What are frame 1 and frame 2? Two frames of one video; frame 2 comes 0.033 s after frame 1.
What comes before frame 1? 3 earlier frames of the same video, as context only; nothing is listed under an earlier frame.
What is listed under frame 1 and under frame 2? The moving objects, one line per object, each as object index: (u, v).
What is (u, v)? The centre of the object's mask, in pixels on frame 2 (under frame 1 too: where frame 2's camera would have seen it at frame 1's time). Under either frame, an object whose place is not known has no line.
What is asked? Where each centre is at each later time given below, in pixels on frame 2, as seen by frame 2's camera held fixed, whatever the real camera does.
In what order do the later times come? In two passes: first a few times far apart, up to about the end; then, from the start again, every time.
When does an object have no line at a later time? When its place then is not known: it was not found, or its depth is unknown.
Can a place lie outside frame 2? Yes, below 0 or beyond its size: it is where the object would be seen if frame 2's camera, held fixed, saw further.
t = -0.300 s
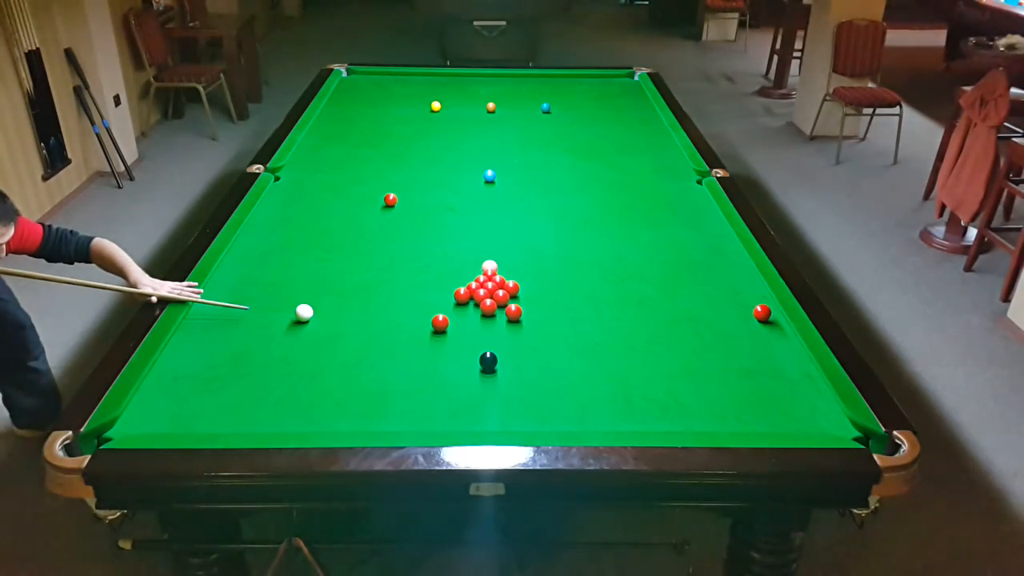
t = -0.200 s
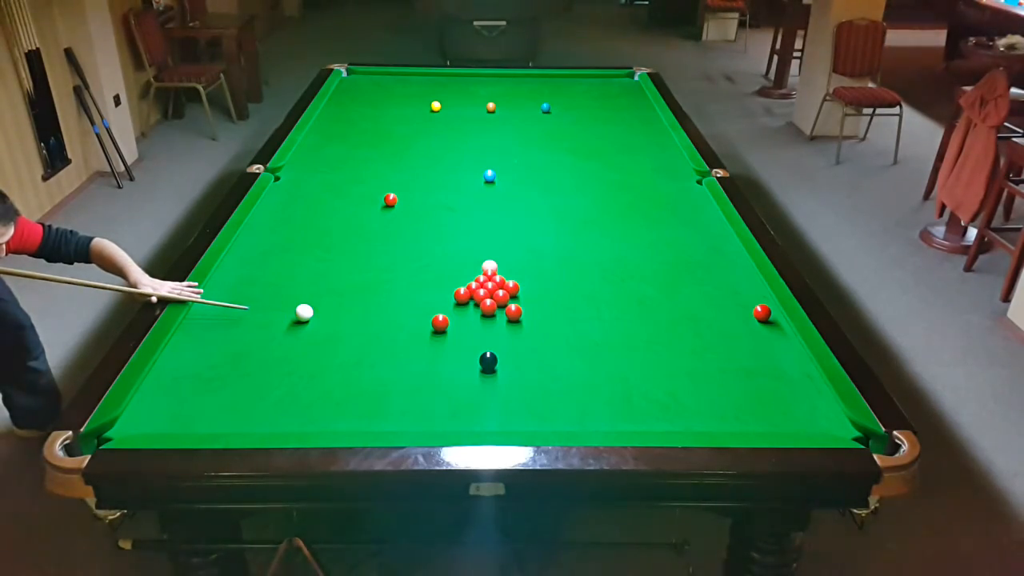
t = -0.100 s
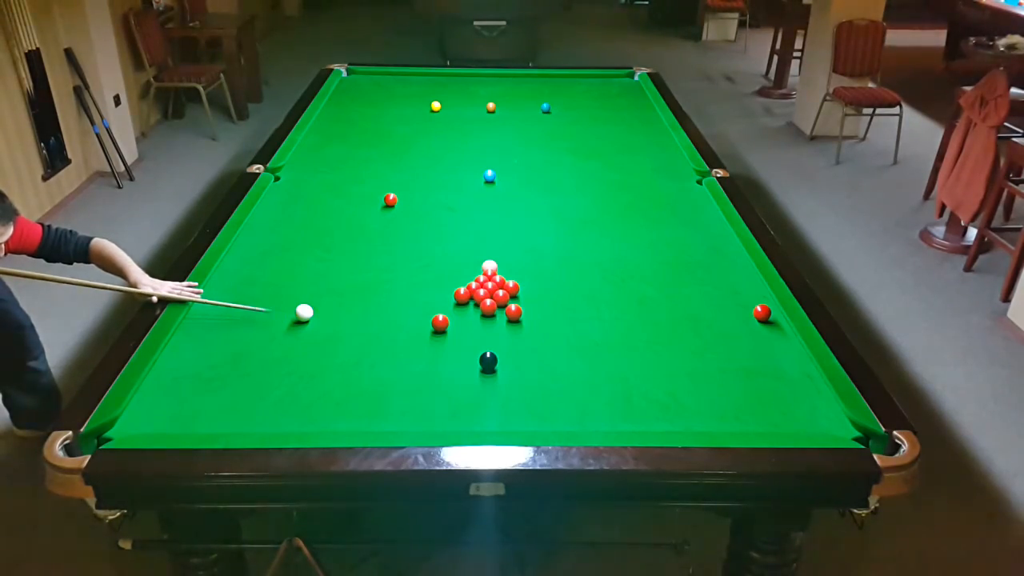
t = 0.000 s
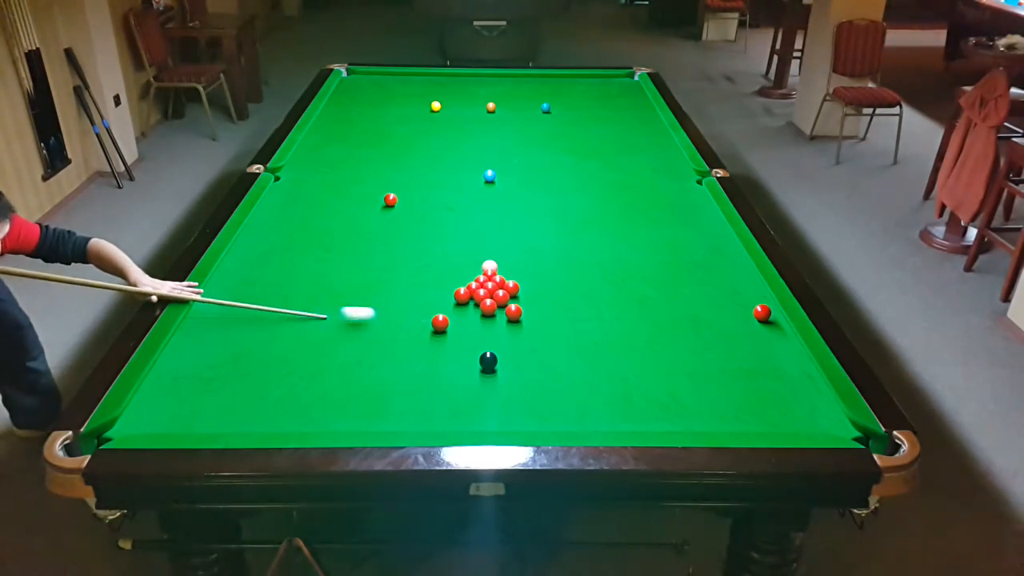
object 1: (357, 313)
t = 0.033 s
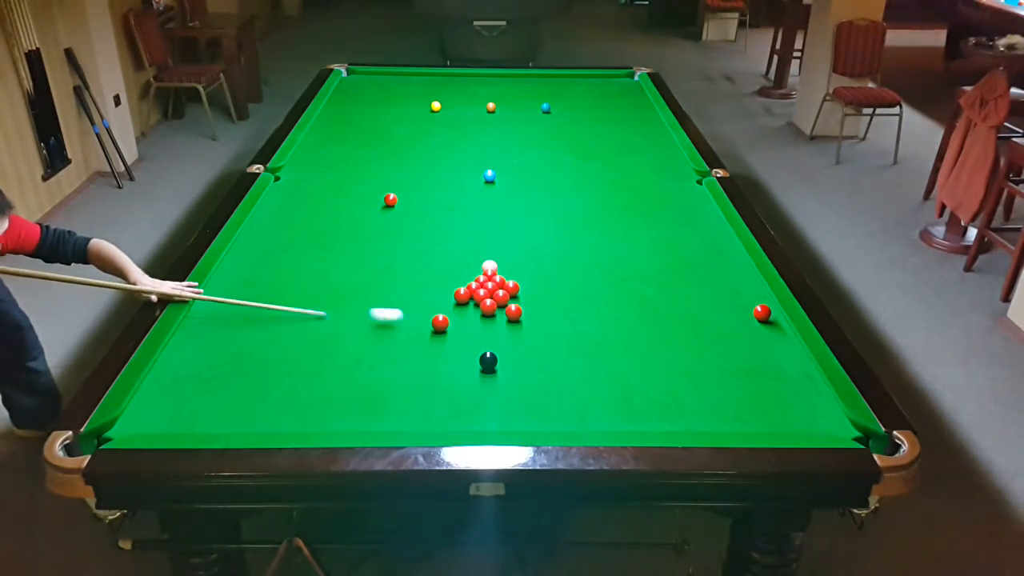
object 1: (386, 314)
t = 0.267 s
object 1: (441, 299)
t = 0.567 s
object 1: (442, 276)
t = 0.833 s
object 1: (443, 259)
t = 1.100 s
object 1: (444, 244)
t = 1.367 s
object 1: (444, 231)
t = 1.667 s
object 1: (445, 218)
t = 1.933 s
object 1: (447, 208)
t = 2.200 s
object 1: (448, 200)
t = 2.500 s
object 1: (448, 192)
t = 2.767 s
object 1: (449, 185)
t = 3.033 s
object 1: (450, 180)
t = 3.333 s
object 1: (451, 175)
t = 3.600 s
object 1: (452, 171)
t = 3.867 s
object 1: (452, 168)
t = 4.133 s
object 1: (453, 166)
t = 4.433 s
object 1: (454, 164)
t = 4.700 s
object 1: (454, 163)
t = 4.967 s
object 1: (454, 163)
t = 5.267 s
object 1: (454, 163)
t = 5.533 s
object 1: (454, 163)
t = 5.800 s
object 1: (454, 163)
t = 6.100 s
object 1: (454, 163)
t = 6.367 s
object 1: (454, 163)
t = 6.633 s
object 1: (454, 163)
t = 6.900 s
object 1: (454, 163)
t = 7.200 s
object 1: (454, 163)
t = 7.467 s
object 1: (454, 163)
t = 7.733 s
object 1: (454, 163)
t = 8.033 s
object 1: (454, 163)
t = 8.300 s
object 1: (454, 163)
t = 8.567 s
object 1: (454, 163)
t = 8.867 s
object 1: (454, 163)
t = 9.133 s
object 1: (454, 163)
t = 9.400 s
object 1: (454, 163)
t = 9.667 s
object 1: (454, 163)
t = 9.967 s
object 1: (454, 163)
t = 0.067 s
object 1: (413, 315)
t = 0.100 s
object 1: (428, 315)
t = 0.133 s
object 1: (432, 312)
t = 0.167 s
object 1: (436, 308)
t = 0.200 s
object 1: (438, 305)
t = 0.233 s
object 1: (440, 301)
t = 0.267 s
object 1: (441, 299)
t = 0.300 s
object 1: (441, 296)
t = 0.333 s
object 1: (441, 293)
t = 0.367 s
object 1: (441, 291)
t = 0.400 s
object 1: (441, 288)
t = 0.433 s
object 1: (442, 286)
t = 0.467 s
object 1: (442, 283)
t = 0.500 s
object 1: (442, 281)
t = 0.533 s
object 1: (442, 279)
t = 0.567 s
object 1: (442, 276)
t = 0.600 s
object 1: (442, 274)
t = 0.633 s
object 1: (442, 272)
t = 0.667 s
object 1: (442, 270)
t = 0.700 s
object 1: (442, 267)
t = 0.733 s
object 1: (442, 265)
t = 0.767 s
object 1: (442, 263)
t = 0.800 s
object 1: (443, 261)
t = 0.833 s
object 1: (443, 259)
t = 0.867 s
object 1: (443, 257)
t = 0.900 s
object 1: (443, 255)
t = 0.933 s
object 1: (443, 253)
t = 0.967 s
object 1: (443, 251)
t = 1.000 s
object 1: (443, 250)
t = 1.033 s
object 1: (443, 248)
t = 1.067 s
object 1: (443, 246)
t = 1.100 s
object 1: (444, 244)
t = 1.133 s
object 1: (443, 242)
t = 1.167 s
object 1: (444, 241)
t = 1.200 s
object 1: (444, 239)
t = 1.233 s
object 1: (444, 237)
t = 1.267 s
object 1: (444, 236)
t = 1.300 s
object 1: (444, 234)
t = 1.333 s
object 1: (444, 233)
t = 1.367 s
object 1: (444, 231)
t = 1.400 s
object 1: (445, 230)
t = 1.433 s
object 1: (445, 228)
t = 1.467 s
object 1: (445, 227)
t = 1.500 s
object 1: (445, 225)
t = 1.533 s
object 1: (445, 224)
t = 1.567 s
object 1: (445, 222)
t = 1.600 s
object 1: (445, 221)
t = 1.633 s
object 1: (445, 220)
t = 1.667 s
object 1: (445, 218)
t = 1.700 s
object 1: (446, 217)
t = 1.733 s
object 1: (446, 216)
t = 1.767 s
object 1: (446, 214)
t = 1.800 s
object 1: (446, 213)
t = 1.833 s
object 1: (446, 212)
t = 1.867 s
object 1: (446, 211)
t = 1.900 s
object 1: (446, 210)
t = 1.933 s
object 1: (447, 208)
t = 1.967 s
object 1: (447, 207)
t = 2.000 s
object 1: (447, 206)
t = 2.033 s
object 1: (447, 205)
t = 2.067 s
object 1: (447, 204)
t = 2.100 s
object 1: (447, 203)
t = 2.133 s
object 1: (447, 202)
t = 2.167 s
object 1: (447, 201)
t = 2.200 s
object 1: (448, 200)
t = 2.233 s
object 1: (448, 199)
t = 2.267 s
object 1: (448, 198)
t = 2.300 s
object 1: (448, 197)
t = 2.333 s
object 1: (448, 196)
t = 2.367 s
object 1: (448, 195)
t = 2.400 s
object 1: (448, 194)
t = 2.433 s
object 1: (448, 193)
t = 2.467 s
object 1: (448, 192)
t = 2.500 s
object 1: (448, 192)
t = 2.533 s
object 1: (449, 191)
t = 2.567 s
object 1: (449, 190)
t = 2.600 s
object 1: (449, 189)
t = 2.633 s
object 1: (449, 188)
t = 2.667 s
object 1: (449, 188)
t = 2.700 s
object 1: (449, 187)
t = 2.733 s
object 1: (449, 186)
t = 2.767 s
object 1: (449, 185)
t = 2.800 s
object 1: (449, 185)
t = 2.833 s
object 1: (449, 184)
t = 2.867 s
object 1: (449, 183)
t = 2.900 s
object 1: (450, 182)
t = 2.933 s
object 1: (450, 182)
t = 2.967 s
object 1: (450, 181)
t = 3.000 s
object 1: (450, 181)
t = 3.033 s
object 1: (450, 180)
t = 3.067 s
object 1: (450, 179)
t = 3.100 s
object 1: (450, 179)
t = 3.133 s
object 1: (450, 178)
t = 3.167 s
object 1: (451, 178)
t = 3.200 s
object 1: (451, 177)
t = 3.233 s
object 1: (451, 176)
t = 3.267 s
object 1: (451, 176)
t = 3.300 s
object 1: (451, 175)
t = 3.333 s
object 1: (451, 175)
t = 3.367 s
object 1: (451, 174)
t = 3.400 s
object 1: (451, 174)
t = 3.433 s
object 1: (451, 173)
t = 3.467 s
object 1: (451, 173)
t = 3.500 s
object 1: (451, 172)
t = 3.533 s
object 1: (451, 172)
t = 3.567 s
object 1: (451, 171)
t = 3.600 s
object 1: (452, 171)
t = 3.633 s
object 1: (452, 171)
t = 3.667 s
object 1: (452, 170)
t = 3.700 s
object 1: (452, 170)
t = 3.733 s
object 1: (452, 170)
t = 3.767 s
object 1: (452, 169)
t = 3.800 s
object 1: (452, 169)
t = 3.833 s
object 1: (452, 168)
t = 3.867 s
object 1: (452, 168)
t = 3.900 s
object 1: (452, 168)
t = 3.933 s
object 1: (452, 167)
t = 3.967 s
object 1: (453, 167)
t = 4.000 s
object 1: (453, 167)
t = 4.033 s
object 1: (453, 167)
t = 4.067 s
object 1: (453, 166)
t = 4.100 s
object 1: (453, 166)
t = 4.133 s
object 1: (453, 166)
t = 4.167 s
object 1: (453, 166)
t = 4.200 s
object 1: (453, 165)
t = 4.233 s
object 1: (453, 165)
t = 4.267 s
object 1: (453, 165)
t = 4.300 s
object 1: (453, 165)
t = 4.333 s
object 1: (453, 164)
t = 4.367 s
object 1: (453, 164)
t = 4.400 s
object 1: (453, 164)
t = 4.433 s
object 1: (454, 164)
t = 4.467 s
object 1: (454, 164)
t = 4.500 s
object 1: (454, 164)
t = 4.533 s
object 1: (454, 164)
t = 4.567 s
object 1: (454, 163)
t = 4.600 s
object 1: (454, 163)
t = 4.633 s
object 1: (454, 163)
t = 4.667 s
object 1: (454, 163)
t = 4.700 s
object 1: (454, 163)
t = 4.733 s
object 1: (454, 163)
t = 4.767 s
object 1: (454, 163)
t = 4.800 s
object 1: (454, 163)
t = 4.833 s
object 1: (454, 163)
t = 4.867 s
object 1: (454, 163)
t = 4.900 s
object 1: (454, 163)
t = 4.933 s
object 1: (454, 163)
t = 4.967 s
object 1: (454, 163)
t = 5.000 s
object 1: (454, 163)
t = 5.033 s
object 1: (454, 163)
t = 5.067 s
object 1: (454, 163)
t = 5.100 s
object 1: (454, 163)
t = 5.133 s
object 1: (454, 163)
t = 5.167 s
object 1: (454, 163)
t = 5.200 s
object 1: (454, 163)
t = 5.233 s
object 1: (454, 163)
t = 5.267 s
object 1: (454, 163)
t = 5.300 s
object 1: (454, 163)
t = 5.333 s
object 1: (454, 163)
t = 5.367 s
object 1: (454, 163)
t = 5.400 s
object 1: (454, 163)
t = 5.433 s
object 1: (454, 163)
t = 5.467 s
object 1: (454, 163)
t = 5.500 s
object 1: (454, 163)
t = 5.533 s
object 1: (454, 163)
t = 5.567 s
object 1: (454, 163)
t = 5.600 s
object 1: (454, 163)
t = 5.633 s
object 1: (454, 163)
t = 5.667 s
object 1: (454, 163)
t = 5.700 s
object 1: (454, 163)
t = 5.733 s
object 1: (454, 163)
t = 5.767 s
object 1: (454, 163)
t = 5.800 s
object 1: (454, 163)
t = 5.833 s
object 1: (454, 163)
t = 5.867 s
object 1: (454, 163)
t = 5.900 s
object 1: (454, 163)
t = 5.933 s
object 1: (454, 163)
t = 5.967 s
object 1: (454, 163)
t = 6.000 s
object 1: (454, 163)
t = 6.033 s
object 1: (454, 163)
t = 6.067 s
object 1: (454, 163)
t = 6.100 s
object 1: (454, 163)
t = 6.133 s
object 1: (454, 163)
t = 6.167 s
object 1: (454, 163)
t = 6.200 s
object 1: (454, 163)
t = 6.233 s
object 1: (454, 163)
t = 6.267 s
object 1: (454, 163)
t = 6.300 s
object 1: (454, 163)
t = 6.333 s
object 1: (454, 163)
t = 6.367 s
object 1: (454, 163)
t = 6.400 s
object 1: (454, 163)
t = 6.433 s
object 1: (454, 163)
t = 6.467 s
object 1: (454, 163)
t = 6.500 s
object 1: (454, 163)
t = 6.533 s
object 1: (454, 163)
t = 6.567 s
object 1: (454, 163)
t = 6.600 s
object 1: (454, 163)
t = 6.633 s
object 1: (454, 163)
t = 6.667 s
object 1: (454, 163)
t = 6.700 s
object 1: (454, 163)
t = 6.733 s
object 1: (454, 163)
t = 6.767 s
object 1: (454, 163)
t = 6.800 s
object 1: (454, 163)
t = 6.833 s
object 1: (454, 163)
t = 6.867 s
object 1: (454, 163)
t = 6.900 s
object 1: (454, 163)
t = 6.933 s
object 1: (454, 163)
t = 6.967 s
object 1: (454, 163)
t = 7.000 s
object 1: (454, 163)
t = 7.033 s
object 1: (454, 163)
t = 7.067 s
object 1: (454, 163)
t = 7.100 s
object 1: (454, 163)
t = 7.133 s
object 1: (454, 163)
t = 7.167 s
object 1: (454, 163)
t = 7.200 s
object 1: (454, 163)
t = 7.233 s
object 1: (454, 163)
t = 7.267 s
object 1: (454, 163)
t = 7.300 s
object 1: (454, 163)
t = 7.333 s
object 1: (454, 163)
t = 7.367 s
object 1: (454, 163)
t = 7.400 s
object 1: (454, 163)
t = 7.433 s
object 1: (454, 163)
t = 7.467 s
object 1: (454, 163)
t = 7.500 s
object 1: (454, 163)
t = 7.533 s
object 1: (454, 163)
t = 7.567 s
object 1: (454, 163)
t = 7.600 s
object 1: (454, 163)
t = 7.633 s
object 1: (454, 163)
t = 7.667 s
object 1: (454, 163)
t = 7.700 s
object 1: (454, 163)
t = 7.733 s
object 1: (454, 163)
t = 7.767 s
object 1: (454, 163)
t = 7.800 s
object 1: (454, 163)
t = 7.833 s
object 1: (454, 163)
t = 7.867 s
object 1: (454, 163)
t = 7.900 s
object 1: (454, 163)
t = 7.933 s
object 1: (454, 163)
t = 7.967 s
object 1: (454, 163)
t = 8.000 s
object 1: (454, 163)
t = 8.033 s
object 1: (454, 163)
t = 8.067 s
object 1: (454, 163)
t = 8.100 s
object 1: (454, 163)
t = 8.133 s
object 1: (454, 163)
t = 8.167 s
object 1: (454, 163)
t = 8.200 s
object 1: (454, 163)
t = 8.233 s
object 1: (454, 163)
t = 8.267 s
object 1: (454, 163)
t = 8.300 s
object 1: (454, 163)
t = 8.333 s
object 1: (454, 163)
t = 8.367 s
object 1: (454, 163)
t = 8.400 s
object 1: (454, 163)
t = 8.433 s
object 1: (454, 163)
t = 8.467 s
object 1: (454, 163)
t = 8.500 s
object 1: (454, 163)
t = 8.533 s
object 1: (454, 163)
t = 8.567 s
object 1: (454, 163)
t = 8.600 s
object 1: (454, 163)
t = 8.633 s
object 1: (454, 163)
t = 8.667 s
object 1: (454, 163)
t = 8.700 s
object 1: (454, 163)
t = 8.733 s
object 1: (454, 163)
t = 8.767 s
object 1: (454, 163)
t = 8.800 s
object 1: (454, 163)
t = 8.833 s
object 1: (454, 163)
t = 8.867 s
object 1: (454, 163)
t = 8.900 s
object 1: (454, 163)
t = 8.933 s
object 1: (454, 163)
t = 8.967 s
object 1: (454, 163)
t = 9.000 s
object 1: (454, 163)
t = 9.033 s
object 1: (454, 163)
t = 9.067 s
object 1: (454, 163)
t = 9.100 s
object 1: (454, 163)
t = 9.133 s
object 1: (454, 163)
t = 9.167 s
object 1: (454, 163)
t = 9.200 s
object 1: (454, 163)
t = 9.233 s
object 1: (454, 163)
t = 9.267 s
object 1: (454, 163)
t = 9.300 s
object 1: (454, 163)
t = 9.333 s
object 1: (454, 163)
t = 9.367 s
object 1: (454, 163)
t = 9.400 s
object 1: (454, 163)
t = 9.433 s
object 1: (454, 163)
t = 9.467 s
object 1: (454, 163)
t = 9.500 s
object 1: (454, 163)
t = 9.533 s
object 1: (454, 163)
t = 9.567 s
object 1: (454, 163)
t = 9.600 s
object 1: (454, 163)
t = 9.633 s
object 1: (454, 163)
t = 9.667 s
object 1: (454, 163)
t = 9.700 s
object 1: (454, 163)
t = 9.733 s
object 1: (454, 163)
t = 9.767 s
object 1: (454, 163)
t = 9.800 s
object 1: (454, 163)
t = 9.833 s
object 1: (454, 163)
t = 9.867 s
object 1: (454, 163)
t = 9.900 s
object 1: (454, 163)
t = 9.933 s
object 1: (454, 163)
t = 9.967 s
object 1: (454, 163)
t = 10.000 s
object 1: (454, 163)
